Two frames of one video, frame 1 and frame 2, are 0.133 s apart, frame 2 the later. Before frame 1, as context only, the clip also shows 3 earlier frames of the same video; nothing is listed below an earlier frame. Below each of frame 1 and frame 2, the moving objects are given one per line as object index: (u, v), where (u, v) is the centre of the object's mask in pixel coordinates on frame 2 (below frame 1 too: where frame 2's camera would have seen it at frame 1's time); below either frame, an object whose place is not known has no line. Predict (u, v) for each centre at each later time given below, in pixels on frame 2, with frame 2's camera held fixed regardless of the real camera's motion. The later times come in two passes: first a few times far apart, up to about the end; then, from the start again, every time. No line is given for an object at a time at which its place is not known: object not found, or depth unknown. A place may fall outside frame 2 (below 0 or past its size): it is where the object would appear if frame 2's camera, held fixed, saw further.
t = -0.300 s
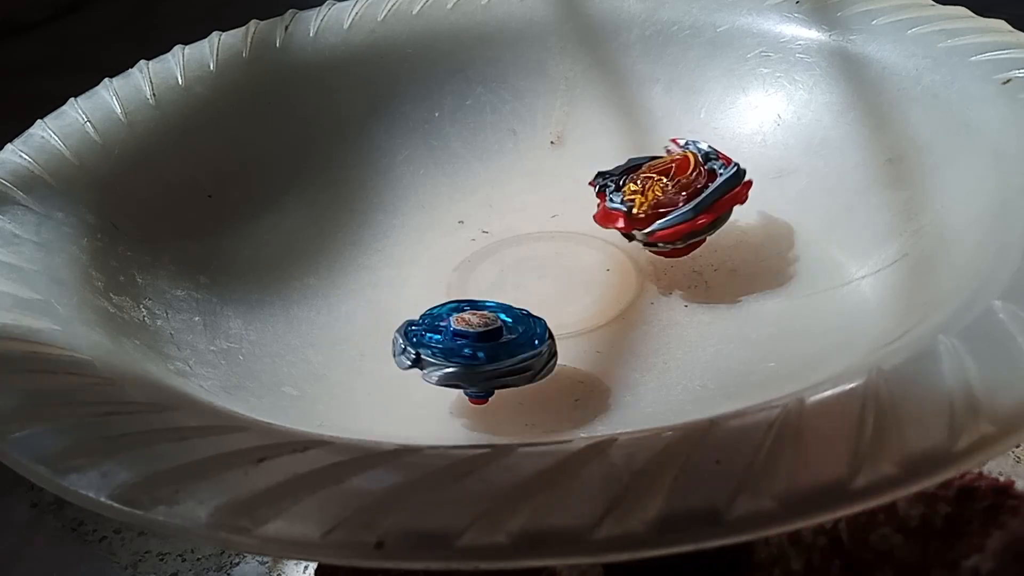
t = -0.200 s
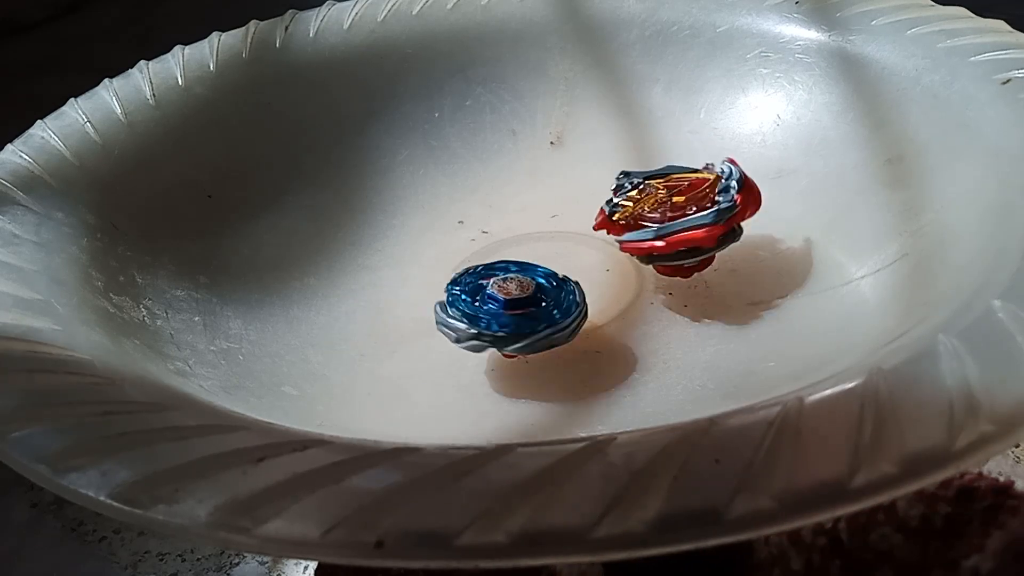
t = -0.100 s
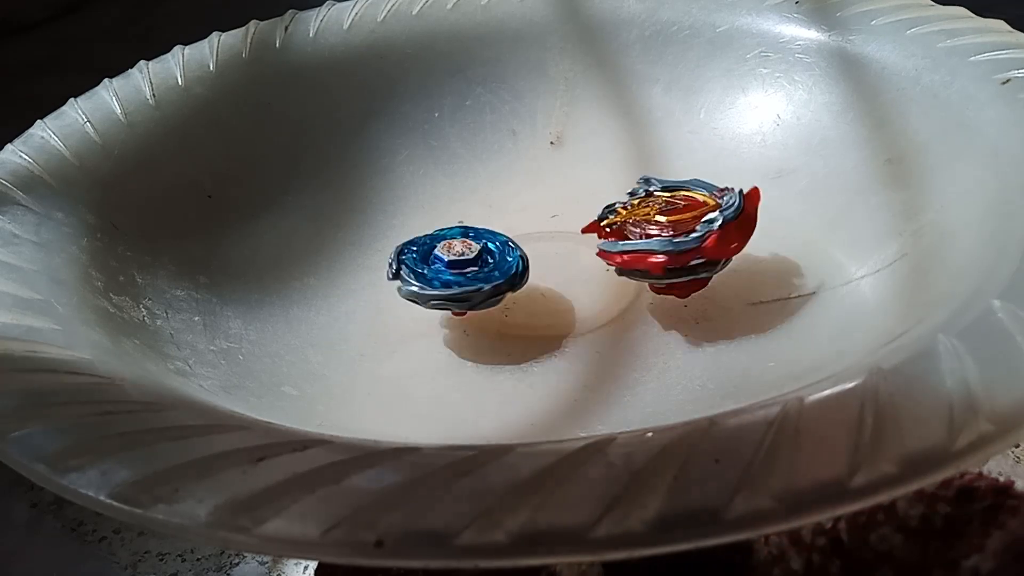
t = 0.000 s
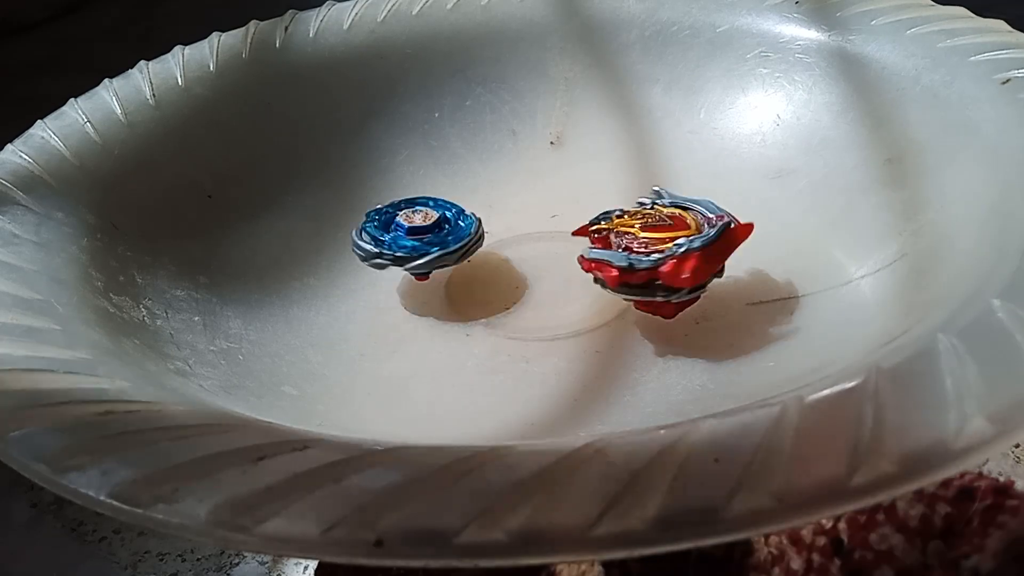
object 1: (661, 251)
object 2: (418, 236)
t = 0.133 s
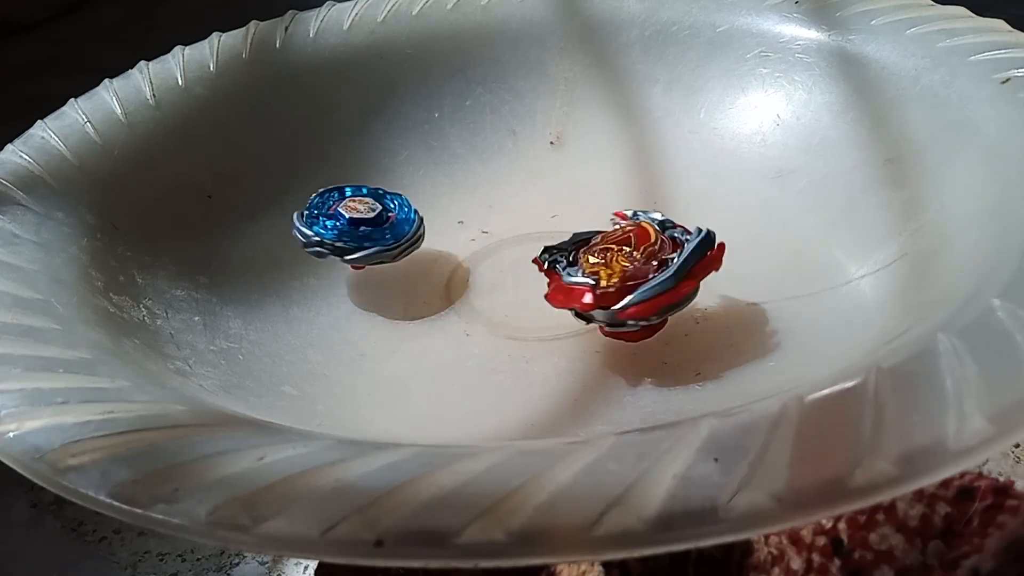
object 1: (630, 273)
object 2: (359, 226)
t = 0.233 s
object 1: (594, 286)
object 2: (369, 257)
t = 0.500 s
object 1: (493, 295)
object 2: (507, 188)
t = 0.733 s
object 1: (434, 274)
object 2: (484, 168)
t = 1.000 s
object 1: (415, 237)
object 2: (620, 186)
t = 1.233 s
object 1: (435, 207)
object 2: (640, 175)
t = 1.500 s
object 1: (484, 182)
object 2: (690, 241)
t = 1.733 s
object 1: (542, 171)
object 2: (687, 247)
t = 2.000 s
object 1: (617, 172)
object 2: (616, 318)
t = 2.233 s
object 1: (657, 187)
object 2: (559, 312)
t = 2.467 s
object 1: (662, 215)
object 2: (449, 321)
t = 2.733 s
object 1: (633, 248)
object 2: (422, 286)
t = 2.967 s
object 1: (577, 264)
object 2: (389, 258)
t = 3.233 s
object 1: (520, 267)
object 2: (416, 218)
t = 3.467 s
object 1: (491, 257)
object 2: (447, 191)
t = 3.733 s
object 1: (501, 253)
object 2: (500, 178)
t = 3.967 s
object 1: (533, 255)
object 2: (557, 170)
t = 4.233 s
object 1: (544, 275)
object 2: (603, 176)
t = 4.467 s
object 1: (527, 300)
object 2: (657, 196)
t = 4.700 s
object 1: (512, 297)
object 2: (682, 215)
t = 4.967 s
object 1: (497, 278)
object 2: (676, 253)
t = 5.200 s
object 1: (497, 270)
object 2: (663, 286)
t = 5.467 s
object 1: (472, 245)
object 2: (627, 293)
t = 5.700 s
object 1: (511, 202)
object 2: (563, 331)
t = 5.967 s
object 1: (601, 221)
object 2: (553, 314)
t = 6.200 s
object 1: (686, 261)
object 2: (513, 268)
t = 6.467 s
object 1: (655, 281)
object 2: (489, 305)
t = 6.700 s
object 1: (635, 273)
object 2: (524, 277)
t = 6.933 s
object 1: (635, 273)
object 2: (526, 283)
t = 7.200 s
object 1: (636, 274)
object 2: (522, 293)
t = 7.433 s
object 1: (636, 275)
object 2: (522, 293)
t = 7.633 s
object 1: (636, 275)
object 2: (522, 293)
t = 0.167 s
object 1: (619, 279)
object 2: (351, 235)
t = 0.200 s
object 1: (607, 283)
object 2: (354, 247)
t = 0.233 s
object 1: (594, 286)
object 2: (369, 257)
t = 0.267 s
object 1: (582, 290)
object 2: (391, 260)
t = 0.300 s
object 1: (571, 293)
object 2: (412, 254)
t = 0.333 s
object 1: (558, 293)
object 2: (429, 240)
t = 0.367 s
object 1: (545, 296)
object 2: (442, 228)
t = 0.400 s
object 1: (531, 296)
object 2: (461, 216)
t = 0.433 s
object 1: (518, 296)
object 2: (477, 207)
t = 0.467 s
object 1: (507, 296)
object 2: (493, 198)
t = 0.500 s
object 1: (493, 295)
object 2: (507, 188)
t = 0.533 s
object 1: (484, 292)
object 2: (520, 179)
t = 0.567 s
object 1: (473, 292)
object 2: (528, 170)
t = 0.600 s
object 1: (464, 289)
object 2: (526, 162)
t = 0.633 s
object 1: (456, 285)
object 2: (517, 157)
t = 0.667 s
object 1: (449, 283)
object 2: (504, 156)
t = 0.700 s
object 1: (441, 279)
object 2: (492, 160)
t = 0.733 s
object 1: (434, 274)
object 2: (484, 168)
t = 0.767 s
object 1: (430, 271)
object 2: (484, 176)
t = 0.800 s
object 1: (424, 265)
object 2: (495, 180)
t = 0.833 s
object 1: (423, 261)
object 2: (511, 183)
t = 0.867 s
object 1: (416, 256)
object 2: (531, 185)
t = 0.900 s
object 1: (417, 251)
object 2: (554, 185)
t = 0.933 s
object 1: (416, 247)
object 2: (576, 185)
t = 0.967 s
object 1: (414, 241)
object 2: (597, 186)
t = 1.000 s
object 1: (415, 237)
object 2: (620, 186)
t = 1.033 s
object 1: (416, 232)
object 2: (640, 184)
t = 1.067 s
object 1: (418, 227)
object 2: (654, 180)
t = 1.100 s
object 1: (420, 224)
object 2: (657, 177)
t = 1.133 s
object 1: (423, 218)
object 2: (659, 173)
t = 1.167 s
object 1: (425, 215)
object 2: (655, 170)
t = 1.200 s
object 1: (430, 211)
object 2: (647, 170)
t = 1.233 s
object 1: (435, 207)
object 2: (640, 175)
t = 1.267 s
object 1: (439, 203)
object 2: (636, 180)
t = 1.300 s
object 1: (445, 200)
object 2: (637, 187)
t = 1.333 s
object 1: (449, 196)
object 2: (642, 195)
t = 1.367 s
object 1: (457, 194)
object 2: (650, 205)
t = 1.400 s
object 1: (464, 191)
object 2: (662, 216)
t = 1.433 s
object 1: (470, 188)
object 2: (672, 224)
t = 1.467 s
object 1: (478, 185)
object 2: (679, 233)
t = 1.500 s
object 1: (484, 182)
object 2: (690, 241)
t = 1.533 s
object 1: (493, 180)
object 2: (700, 245)
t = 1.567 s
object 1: (501, 178)
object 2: (709, 244)
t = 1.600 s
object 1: (509, 177)
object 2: (714, 243)
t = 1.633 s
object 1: (515, 175)
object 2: (715, 240)
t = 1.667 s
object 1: (526, 174)
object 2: (708, 238)
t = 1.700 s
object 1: (532, 173)
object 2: (697, 241)
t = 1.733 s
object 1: (542, 171)
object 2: (687, 247)
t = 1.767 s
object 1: (553, 171)
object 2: (675, 255)
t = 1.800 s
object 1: (561, 170)
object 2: (661, 265)
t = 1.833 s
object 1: (570, 170)
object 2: (651, 277)
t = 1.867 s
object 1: (580, 170)
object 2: (639, 287)
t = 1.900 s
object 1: (589, 171)
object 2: (626, 298)
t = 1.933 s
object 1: (597, 171)
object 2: (619, 308)
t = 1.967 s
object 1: (607, 171)
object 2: (615, 314)
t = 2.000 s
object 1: (617, 172)
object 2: (616, 318)
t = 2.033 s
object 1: (623, 173)
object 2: (618, 320)
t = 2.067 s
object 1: (631, 175)
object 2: (621, 318)
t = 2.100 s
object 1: (637, 177)
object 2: (617, 315)
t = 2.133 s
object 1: (644, 179)
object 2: (612, 314)
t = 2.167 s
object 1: (647, 181)
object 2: (598, 311)
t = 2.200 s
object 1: (652, 182)
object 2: (578, 311)
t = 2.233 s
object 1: (657, 187)
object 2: (559, 312)
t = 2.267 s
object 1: (661, 189)
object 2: (536, 312)
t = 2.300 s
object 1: (662, 194)
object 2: (516, 315)
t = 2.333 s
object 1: (664, 197)
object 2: (497, 316)
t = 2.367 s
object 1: (664, 200)
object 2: (476, 317)
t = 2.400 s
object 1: (665, 206)
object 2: (463, 320)
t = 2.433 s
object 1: (666, 211)
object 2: (454, 320)
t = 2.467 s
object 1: (662, 215)
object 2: (449, 321)
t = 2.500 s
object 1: (663, 219)
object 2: (449, 321)
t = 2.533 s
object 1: (662, 224)
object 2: (449, 320)
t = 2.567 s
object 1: (657, 228)
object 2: (450, 318)
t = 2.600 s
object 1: (655, 232)
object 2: (449, 312)
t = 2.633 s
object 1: (650, 235)
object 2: (444, 306)
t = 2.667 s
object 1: (643, 241)
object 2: (439, 300)
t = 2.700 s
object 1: (636, 245)
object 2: (430, 292)
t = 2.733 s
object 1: (633, 248)
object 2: (422, 286)
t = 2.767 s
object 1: (624, 251)
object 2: (415, 278)
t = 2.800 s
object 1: (617, 255)
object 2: (406, 273)
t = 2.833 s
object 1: (608, 257)
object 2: (399, 268)
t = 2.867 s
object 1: (600, 259)
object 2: (393, 264)
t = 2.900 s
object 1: (594, 262)
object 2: (390, 261)
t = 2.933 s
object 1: (587, 262)
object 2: (387, 259)
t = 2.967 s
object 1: (577, 264)
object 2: (389, 258)
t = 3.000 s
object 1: (568, 266)
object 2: (392, 255)
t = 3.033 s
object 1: (562, 267)
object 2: (395, 252)
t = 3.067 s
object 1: (552, 267)
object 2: (399, 248)
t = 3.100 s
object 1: (545, 268)
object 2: (401, 243)
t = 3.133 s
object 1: (536, 268)
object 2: (405, 236)
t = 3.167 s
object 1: (530, 268)
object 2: (407, 230)
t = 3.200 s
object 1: (524, 268)
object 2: (412, 225)
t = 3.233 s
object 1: (520, 267)
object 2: (416, 218)
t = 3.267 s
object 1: (512, 266)
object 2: (419, 213)
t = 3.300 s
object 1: (507, 266)
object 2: (426, 208)
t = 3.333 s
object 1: (505, 264)
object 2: (429, 204)
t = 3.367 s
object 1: (503, 262)
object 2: (433, 199)
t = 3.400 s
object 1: (496, 261)
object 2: (437, 198)
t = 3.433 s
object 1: (494, 259)
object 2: (444, 195)
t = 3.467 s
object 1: (491, 257)
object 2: (447, 191)
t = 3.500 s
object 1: (490, 257)
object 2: (450, 189)
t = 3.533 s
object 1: (489, 256)
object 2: (455, 188)
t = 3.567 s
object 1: (489, 256)
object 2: (461, 185)
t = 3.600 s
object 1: (488, 256)
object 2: (469, 183)
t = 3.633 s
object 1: (488, 255)
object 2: (476, 182)
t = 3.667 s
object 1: (488, 254)
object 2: (482, 178)
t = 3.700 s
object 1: (494, 253)
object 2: (492, 178)
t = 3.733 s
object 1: (501, 253)
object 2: (500, 178)
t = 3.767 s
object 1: (506, 255)
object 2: (510, 175)
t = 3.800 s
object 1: (504, 254)
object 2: (517, 175)
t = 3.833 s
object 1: (512, 254)
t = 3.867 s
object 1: (520, 255)
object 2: (534, 174)
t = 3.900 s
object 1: (523, 255)
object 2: (543, 170)
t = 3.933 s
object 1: (526, 255)
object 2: (549, 170)
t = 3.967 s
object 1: (533, 255)
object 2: (557, 170)
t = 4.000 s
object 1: (535, 257)
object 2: (563, 171)
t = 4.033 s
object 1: (536, 260)
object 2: (572, 170)
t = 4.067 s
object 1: (539, 263)
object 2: (578, 170)
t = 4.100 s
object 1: (544, 264)
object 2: (584, 171)
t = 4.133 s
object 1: (543, 267)
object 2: (590, 172)
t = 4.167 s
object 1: (544, 270)
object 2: (593, 172)
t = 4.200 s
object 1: (547, 272)
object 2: (598, 175)
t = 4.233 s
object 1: (544, 275)
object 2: (603, 176)
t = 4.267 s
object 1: (540, 279)
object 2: (612, 181)
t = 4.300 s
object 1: (538, 283)
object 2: (617, 182)
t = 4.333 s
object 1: (539, 286)
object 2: (627, 185)
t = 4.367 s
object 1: (533, 290)
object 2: (634, 188)
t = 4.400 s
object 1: (530, 295)
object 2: (643, 191)
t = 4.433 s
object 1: (528, 297)
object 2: (649, 193)
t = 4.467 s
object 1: (527, 300)
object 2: (657, 196)
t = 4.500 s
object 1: (525, 301)
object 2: (663, 198)
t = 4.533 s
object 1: (523, 302)
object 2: (668, 200)
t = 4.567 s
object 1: (520, 303)
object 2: (674, 204)
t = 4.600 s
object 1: (521, 301)
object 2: (676, 205)
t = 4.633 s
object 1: (522, 301)
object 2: (680, 208)
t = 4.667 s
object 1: (516, 298)
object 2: (681, 211)
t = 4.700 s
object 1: (512, 297)
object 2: (682, 215)
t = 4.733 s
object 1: (511, 294)
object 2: (682, 219)
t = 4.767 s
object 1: (514, 293)
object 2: (683, 222)
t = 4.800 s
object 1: (508, 289)
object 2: (683, 228)
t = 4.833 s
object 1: (501, 287)
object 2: (682, 233)
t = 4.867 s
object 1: (502, 283)
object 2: (683, 237)
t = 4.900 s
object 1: (506, 281)
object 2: (680, 242)
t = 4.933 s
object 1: (508, 280)
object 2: (680, 247)
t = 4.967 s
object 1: (497, 278)
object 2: (676, 253)
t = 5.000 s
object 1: (498, 276)
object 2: (674, 258)
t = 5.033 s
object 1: (503, 274)
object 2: (672, 263)
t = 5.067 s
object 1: (505, 273)
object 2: (669, 268)
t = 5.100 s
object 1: (503, 274)
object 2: (667, 273)
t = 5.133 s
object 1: (506, 272)
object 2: (662, 279)
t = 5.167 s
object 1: (509, 271)
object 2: (662, 281)
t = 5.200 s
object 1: (497, 270)
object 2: (663, 286)
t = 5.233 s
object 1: (489, 270)
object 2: (665, 290)
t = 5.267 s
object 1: (483, 268)
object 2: (666, 290)
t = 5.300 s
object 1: (481, 264)
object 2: (666, 291)
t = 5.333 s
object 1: (474, 260)
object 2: (661, 292)
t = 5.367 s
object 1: (466, 255)
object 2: (656, 292)
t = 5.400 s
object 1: (464, 251)
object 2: (650, 292)
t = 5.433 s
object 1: (469, 248)
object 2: (637, 292)
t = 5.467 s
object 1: (472, 245)
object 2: (627, 293)
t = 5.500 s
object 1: (471, 240)
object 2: (618, 296)
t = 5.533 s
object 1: (467, 232)
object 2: (605, 299)
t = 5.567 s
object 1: (474, 227)
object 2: (596, 301)
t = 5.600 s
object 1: (483, 226)
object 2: (587, 304)
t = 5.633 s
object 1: (494, 222)
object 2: (573, 312)
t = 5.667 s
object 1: (504, 214)
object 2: (567, 326)
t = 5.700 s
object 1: (511, 202)
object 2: (563, 331)
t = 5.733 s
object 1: (522, 198)
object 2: (562, 331)
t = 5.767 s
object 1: (536, 200)
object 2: (563, 331)
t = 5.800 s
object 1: (549, 208)
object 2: (565, 332)
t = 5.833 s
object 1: (564, 206)
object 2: (564, 331)
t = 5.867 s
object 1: (576, 204)
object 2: (559, 330)
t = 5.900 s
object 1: (583, 210)
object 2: (554, 325)
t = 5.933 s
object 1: (588, 216)
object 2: (552, 319)
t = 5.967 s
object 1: (601, 221)
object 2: (553, 314)
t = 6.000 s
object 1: (616, 218)
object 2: (558, 312)
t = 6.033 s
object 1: (629, 219)
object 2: (557, 303)
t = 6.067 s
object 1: (640, 222)
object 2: (554, 297)
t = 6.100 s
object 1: (645, 229)
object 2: (552, 290)
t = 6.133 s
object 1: (656, 239)
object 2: (539, 281)
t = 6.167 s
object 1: (672, 257)
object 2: (527, 275)
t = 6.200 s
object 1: (686, 261)
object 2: (513, 268)
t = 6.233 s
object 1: (697, 258)
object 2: (495, 265)
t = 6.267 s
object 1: (696, 261)
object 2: (477, 270)
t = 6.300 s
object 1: (695, 266)
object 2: (463, 278)
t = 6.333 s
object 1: (695, 275)
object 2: (457, 285)
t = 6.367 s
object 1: (681, 278)
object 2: (458, 292)
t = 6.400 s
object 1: (676, 278)
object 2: (466, 299)
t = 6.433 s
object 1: (665, 280)
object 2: (476, 303)
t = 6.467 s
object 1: (655, 281)
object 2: (489, 305)
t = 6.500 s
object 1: (642, 279)
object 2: (501, 304)
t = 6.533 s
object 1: (636, 279)
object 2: (511, 300)
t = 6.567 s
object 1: (637, 278)
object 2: (518, 295)
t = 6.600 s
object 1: (636, 278)
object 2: (524, 290)
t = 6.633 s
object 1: (635, 276)
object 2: (525, 284)
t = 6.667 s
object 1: (634, 275)
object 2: (525, 280)
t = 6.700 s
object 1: (635, 273)
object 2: (524, 277)
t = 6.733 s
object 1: (635, 273)
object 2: (524, 277)
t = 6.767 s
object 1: (635, 273)
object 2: (524, 278)
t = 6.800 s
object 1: (635, 272)
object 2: (525, 278)
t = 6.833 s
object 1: (635, 272)
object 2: (525, 279)
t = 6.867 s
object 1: (635, 272)
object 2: (525, 281)
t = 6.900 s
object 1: (635, 272)
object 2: (526, 282)
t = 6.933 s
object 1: (635, 273)
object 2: (526, 283)
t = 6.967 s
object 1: (635, 273)
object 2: (525, 285)
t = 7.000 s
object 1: (635, 273)
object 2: (525, 286)
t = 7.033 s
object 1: (635, 273)
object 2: (525, 287)
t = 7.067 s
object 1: (635, 273)
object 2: (524, 288)
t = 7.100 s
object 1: (635, 273)
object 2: (524, 289)
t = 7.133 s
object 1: (636, 273)
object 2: (523, 290)
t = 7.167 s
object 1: (636, 274)
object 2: (523, 291)
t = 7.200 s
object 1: (636, 274)
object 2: (522, 293)
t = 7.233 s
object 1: (637, 275)
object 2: (522, 293)
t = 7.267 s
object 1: (637, 275)
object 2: (522, 293)
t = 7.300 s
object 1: (637, 275)
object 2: (522, 293)
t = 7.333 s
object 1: (637, 275)
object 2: (522, 293)
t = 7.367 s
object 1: (636, 274)
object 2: (522, 293)
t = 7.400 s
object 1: (636, 274)
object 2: (522, 293)
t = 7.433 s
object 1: (636, 275)
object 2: (522, 293)
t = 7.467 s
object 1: (636, 275)
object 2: (522, 293)
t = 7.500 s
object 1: (636, 275)
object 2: (522, 293)
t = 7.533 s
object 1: (636, 275)
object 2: (522, 293)
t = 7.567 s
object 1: (636, 275)
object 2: (522, 293)
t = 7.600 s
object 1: (636, 275)
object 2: (522, 293)
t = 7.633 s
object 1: (636, 275)
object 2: (522, 293)
